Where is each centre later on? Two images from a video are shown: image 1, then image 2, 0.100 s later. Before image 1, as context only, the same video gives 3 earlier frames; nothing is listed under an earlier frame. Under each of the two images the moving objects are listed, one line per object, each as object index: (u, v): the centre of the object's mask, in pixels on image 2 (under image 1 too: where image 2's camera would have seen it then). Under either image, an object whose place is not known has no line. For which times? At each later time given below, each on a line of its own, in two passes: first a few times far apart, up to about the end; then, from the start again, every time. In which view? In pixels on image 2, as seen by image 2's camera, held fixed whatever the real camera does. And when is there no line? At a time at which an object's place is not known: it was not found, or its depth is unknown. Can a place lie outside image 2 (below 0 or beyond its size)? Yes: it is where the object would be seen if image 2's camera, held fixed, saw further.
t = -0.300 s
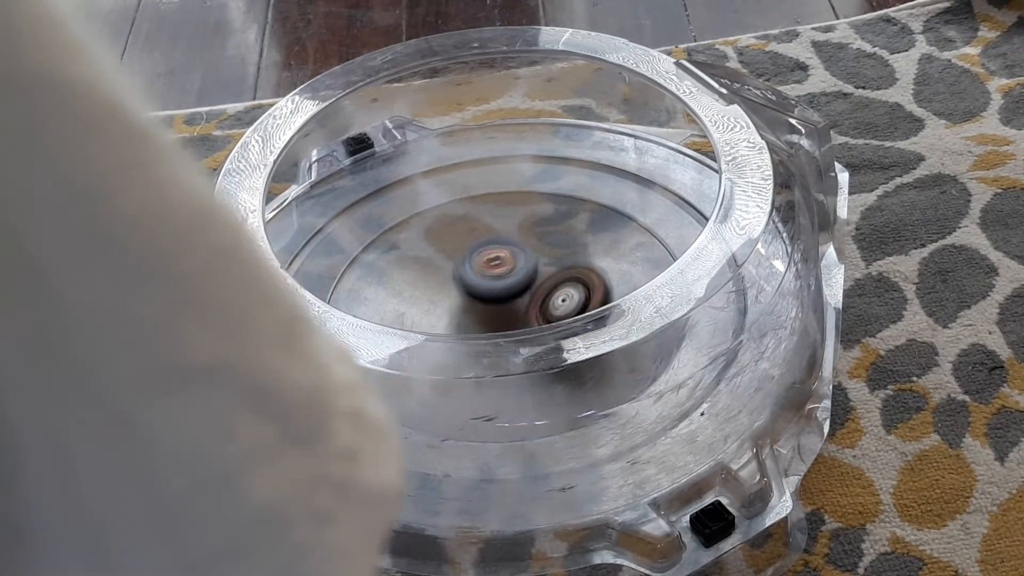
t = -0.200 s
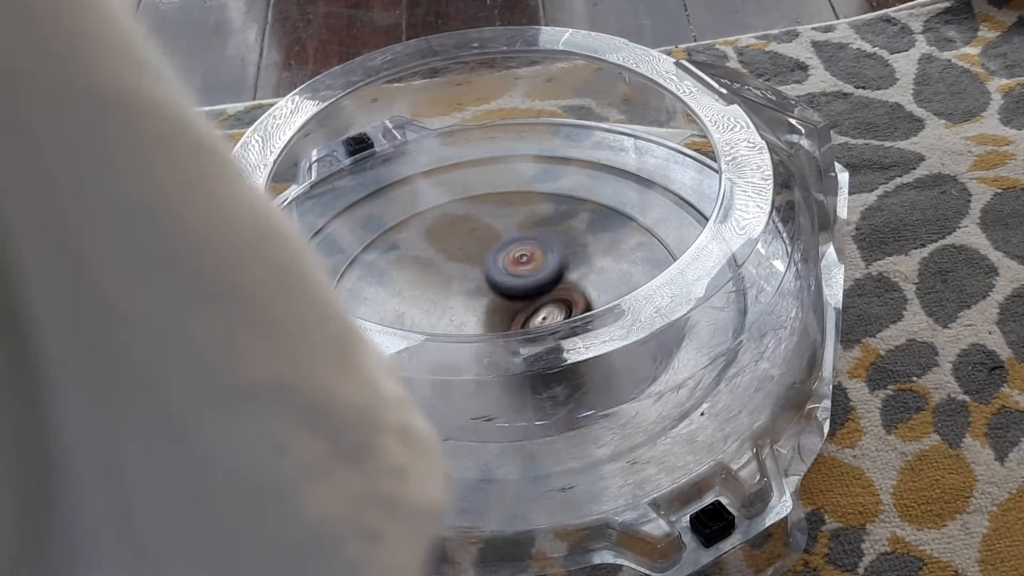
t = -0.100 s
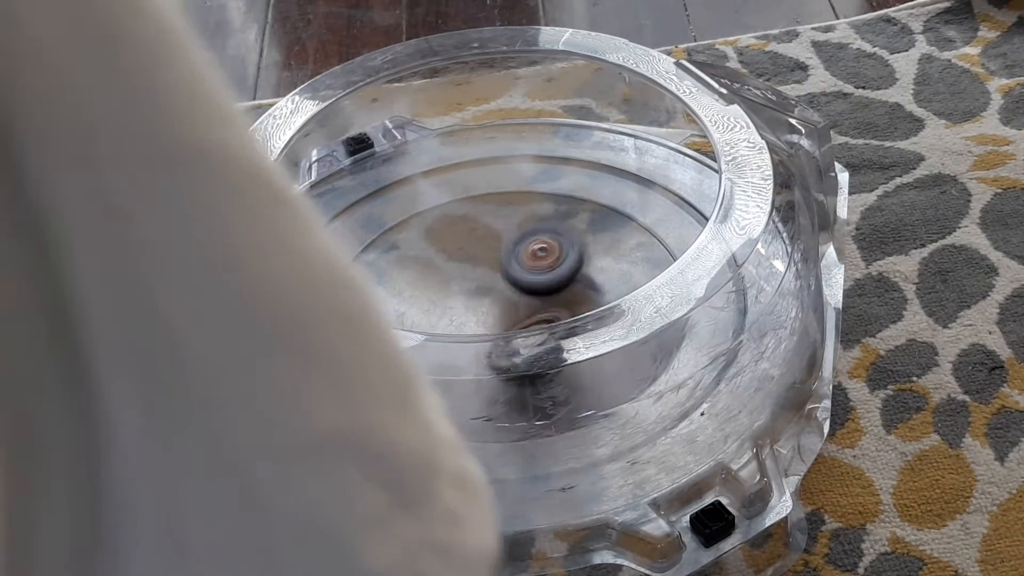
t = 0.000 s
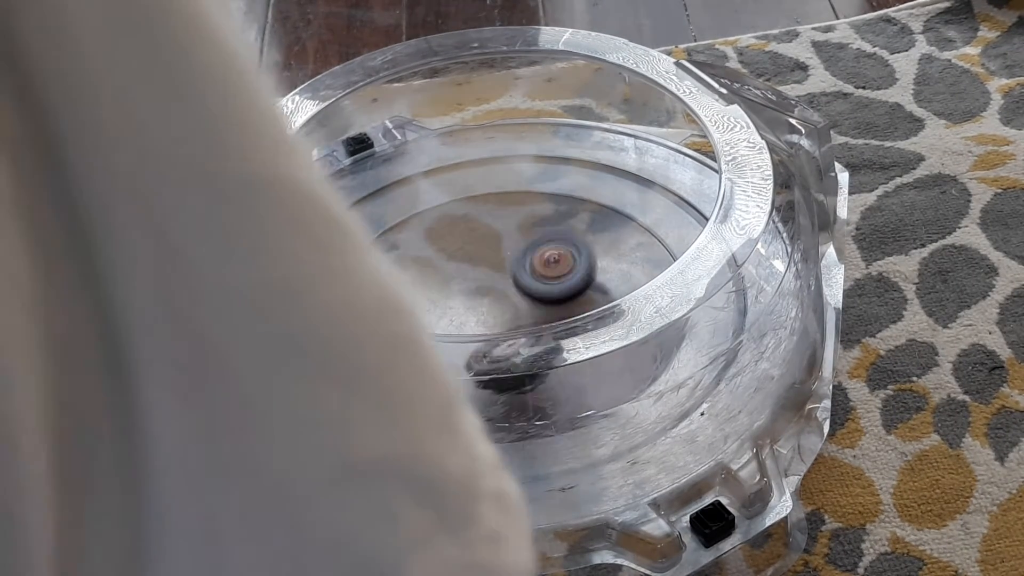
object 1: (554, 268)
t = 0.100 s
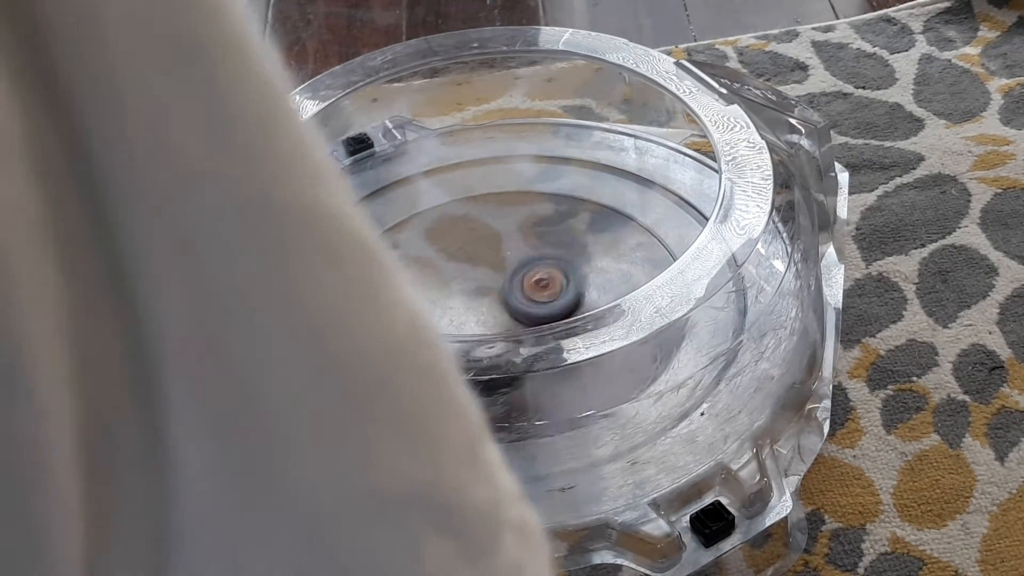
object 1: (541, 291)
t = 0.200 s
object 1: (516, 302)
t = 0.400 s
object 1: (474, 299)
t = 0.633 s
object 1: (497, 279)
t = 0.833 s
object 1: (538, 301)
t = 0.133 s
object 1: (534, 296)
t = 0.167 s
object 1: (526, 299)
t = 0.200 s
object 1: (516, 302)
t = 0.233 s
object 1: (509, 302)
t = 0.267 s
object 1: (503, 302)
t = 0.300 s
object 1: (493, 303)
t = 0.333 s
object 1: (486, 303)
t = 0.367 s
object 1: (479, 301)
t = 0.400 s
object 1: (474, 299)
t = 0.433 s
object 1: (469, 298)
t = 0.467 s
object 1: (468, 293)
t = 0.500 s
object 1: (471, 288)
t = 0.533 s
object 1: (474, 284)
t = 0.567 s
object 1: (480, 282)
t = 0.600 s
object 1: (488, 279)
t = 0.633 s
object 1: (497, 279)
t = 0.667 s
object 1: (504, 282)
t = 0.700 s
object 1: (512, 286)
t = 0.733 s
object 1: (516, 291)
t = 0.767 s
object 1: (521, 296)
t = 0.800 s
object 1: (530, 299)
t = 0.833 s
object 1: (538, 301)
